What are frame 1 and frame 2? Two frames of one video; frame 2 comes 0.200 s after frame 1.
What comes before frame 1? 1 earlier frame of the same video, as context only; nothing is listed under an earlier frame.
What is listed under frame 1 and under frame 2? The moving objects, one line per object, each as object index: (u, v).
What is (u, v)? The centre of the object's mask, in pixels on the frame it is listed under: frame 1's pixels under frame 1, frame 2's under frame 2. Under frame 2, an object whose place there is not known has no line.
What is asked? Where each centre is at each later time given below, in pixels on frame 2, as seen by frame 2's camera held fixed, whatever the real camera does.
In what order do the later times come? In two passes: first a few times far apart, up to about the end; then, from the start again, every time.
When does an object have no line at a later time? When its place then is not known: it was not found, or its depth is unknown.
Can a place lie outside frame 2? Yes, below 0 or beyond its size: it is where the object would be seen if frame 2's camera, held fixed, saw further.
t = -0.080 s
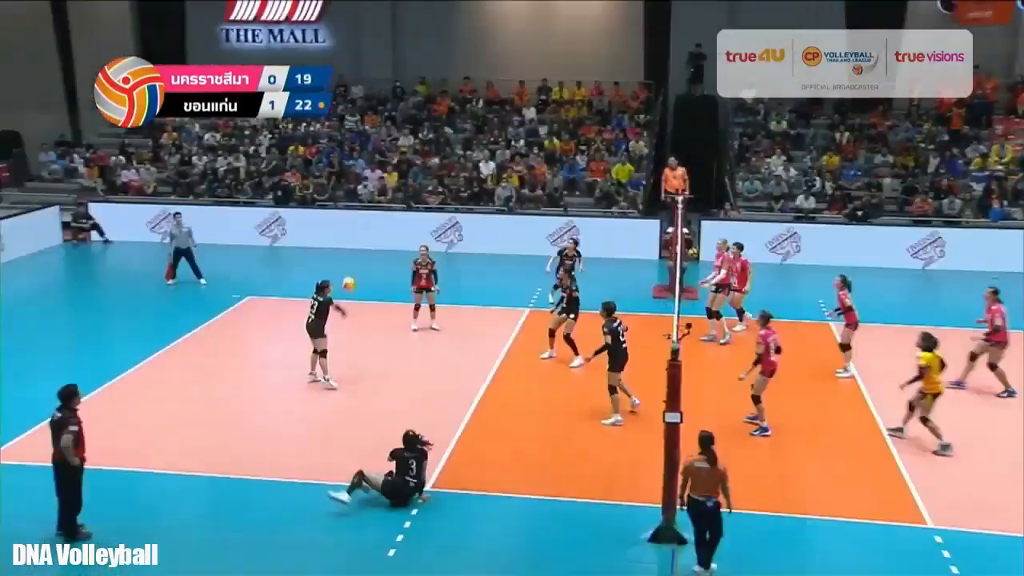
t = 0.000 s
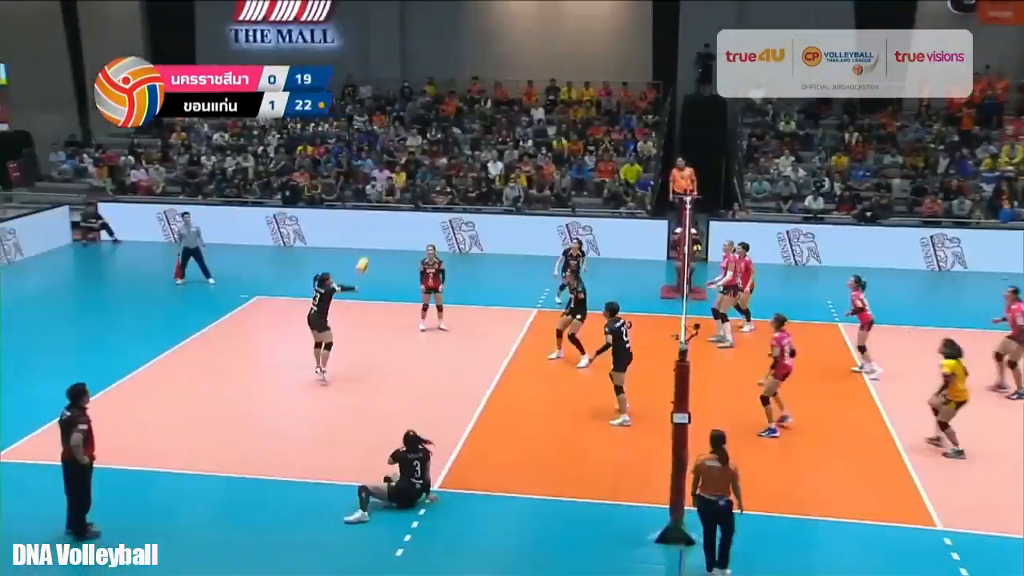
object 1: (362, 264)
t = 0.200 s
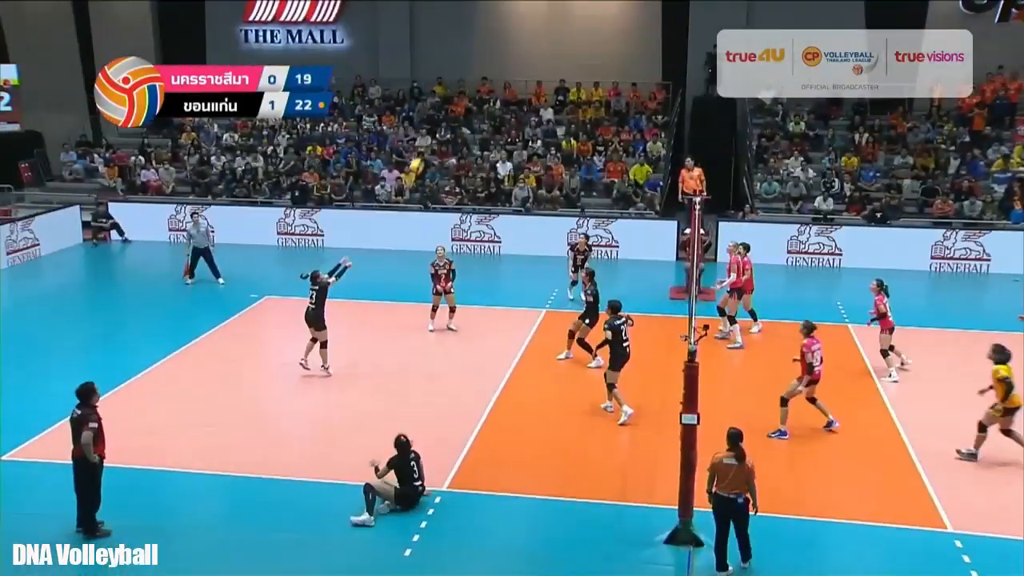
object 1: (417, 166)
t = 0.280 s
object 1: (435, 134)
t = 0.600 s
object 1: (505, 49)
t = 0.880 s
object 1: (562, 27)
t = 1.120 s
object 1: (606, 48)
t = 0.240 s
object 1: (426, 148)
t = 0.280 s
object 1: (435, 134)
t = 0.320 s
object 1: (443, 120)
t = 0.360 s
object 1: (453, 107)
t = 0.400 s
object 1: (461, 95)
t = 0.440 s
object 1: (470, 83)
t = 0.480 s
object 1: (479, 72)
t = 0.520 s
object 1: (488, 63)
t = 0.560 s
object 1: (497, 55)
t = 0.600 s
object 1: (505, 49)
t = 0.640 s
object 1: (513, 43)
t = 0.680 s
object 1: (522, 37)
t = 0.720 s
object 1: (529, 33)
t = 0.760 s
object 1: (538, 30)
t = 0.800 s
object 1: (546, 29)
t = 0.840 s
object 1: (554, 28)
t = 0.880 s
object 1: (562, 27)
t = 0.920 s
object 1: (570, 28)
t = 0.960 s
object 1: (577, 30)
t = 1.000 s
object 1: (584, 34)
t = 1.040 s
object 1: (592, 38)
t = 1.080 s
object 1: (599, 42)
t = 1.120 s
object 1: (606, 48)
